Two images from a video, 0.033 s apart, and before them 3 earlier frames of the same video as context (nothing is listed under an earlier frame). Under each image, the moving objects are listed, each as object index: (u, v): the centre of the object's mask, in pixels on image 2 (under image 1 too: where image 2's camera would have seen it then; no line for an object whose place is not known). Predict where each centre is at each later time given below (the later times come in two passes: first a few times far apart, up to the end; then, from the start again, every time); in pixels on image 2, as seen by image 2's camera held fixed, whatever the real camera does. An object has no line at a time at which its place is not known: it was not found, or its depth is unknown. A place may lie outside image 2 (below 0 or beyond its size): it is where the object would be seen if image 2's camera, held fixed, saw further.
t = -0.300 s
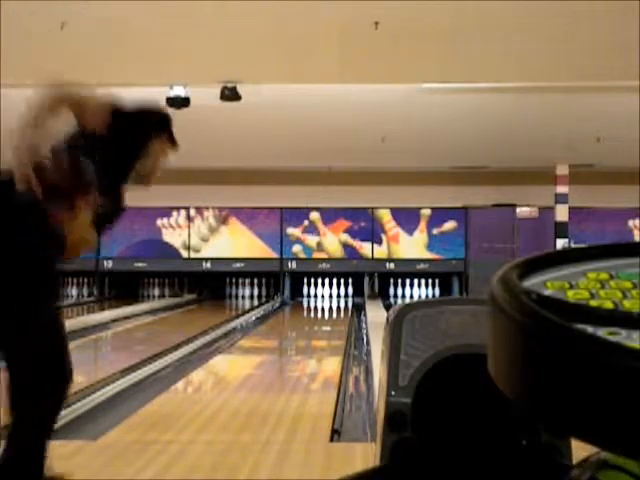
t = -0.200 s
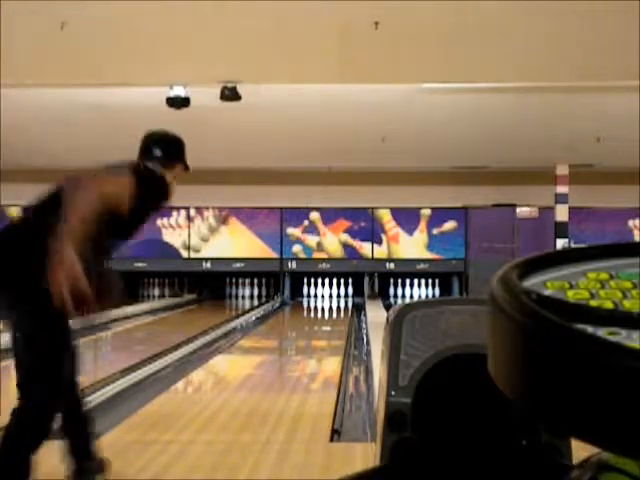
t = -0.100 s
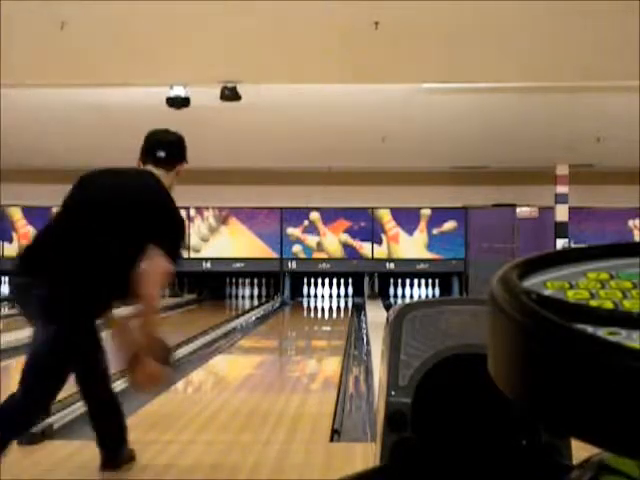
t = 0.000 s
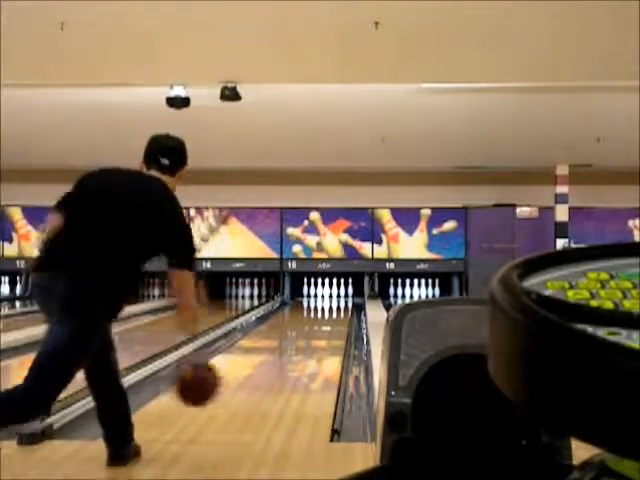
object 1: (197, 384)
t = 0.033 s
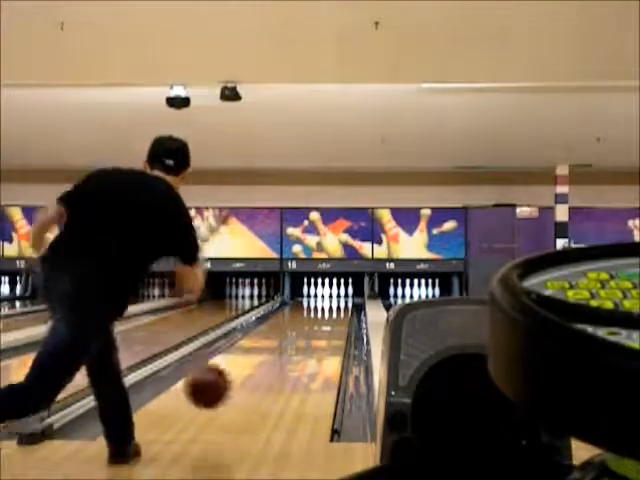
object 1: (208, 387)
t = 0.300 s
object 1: (270, 363)
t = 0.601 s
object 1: (307, 339)
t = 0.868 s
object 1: (326, 325)
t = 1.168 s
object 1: (338, 314)
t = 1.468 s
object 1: (343, 307)
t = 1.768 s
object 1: (342, 302)
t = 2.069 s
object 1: (334, 296)
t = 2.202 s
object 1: (333, 294)
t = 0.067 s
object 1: (218, 391)
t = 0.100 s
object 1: (227, 393)
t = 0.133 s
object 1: (236, 384)
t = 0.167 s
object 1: (244, 377)
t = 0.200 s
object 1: (252, 372)
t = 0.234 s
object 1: (259, 370)
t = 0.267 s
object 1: (265, 367)
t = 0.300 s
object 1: (270, 363)
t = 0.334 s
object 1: (276, 360)
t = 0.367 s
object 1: (280, 357)
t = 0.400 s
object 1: (285, 353)
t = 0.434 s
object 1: (289, 350)
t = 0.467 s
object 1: (293, 347)
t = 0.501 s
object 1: (297, 345)
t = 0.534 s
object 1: (301, 342)
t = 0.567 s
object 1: (304, 340)
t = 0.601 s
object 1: (307, 339)
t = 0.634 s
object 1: (310, 337)
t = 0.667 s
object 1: (312, 334)
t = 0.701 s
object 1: (315, 333)
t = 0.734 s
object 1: (318, 331)
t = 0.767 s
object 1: (320, 329)
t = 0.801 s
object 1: (322, 327)
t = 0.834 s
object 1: (324, 326)
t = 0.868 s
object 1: (326, 325)
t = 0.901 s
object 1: (327, 323)
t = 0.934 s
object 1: (329, 322)
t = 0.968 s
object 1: (331, 320)
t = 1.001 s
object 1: (332, 319)
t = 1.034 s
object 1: (333, 318)
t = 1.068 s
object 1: (335, 317)
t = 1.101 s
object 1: (335, 317)
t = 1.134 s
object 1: (337, 315)
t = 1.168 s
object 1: (338, 314)
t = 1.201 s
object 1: (338, 313)
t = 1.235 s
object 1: (340, 312)
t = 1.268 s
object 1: (340, 311)
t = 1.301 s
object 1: (341, 310)
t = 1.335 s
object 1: (342, 309)
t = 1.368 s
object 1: (342, 307)
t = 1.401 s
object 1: (343, 307)
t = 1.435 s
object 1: (343, 307)
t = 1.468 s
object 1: (343, 307)
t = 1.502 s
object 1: (343, 307)
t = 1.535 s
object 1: (343, 306)
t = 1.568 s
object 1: (343, 306)
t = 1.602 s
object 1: (343, 306)
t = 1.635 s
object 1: (343, 305)
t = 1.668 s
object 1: (343, 305)
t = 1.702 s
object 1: (344, 304)
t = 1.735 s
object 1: (342, 302)
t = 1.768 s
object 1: (342, 302)
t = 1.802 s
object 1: (341, 300)
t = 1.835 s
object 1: (341, 299)
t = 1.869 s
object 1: (340, 299)
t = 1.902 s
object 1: (340, 298)
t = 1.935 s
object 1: (339, 298)
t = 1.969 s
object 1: (337, 298)
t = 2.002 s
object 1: (336, 297)
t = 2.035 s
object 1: (335, 296)
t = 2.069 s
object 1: (334, 296)
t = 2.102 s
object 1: (334, 296)
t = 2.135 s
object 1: (334, 296)
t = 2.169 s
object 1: (334, 295)
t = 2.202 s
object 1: (333, 294)
